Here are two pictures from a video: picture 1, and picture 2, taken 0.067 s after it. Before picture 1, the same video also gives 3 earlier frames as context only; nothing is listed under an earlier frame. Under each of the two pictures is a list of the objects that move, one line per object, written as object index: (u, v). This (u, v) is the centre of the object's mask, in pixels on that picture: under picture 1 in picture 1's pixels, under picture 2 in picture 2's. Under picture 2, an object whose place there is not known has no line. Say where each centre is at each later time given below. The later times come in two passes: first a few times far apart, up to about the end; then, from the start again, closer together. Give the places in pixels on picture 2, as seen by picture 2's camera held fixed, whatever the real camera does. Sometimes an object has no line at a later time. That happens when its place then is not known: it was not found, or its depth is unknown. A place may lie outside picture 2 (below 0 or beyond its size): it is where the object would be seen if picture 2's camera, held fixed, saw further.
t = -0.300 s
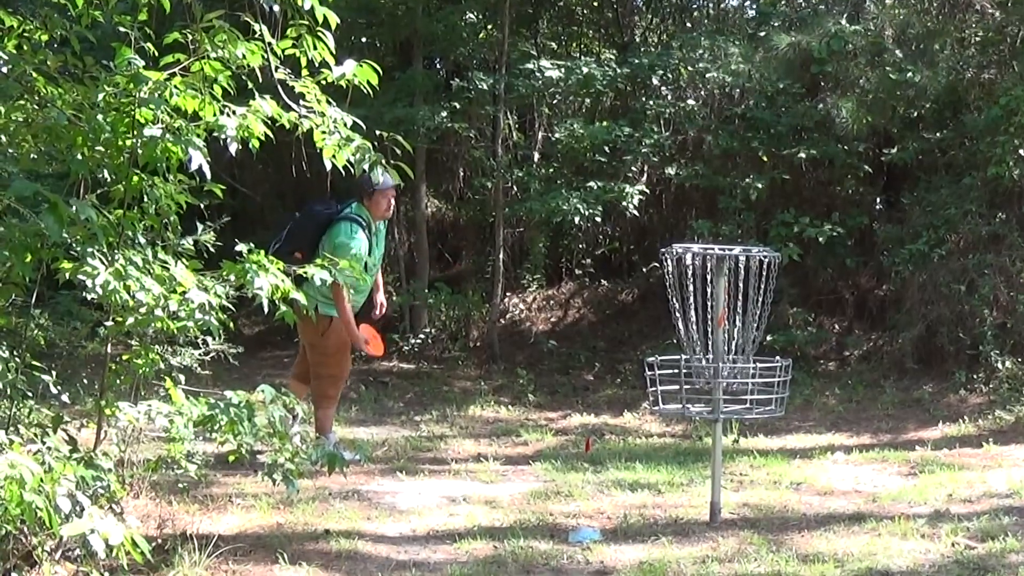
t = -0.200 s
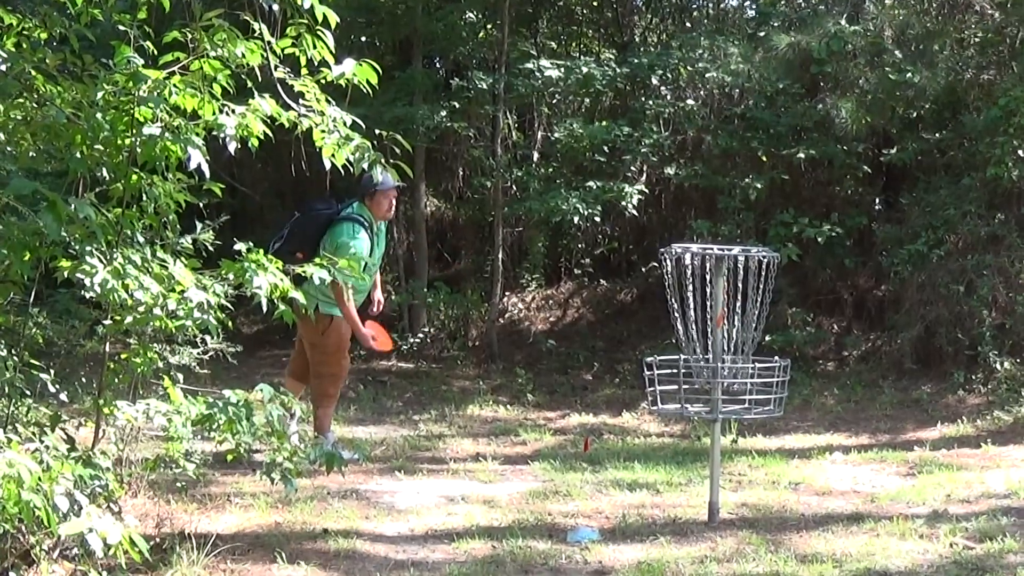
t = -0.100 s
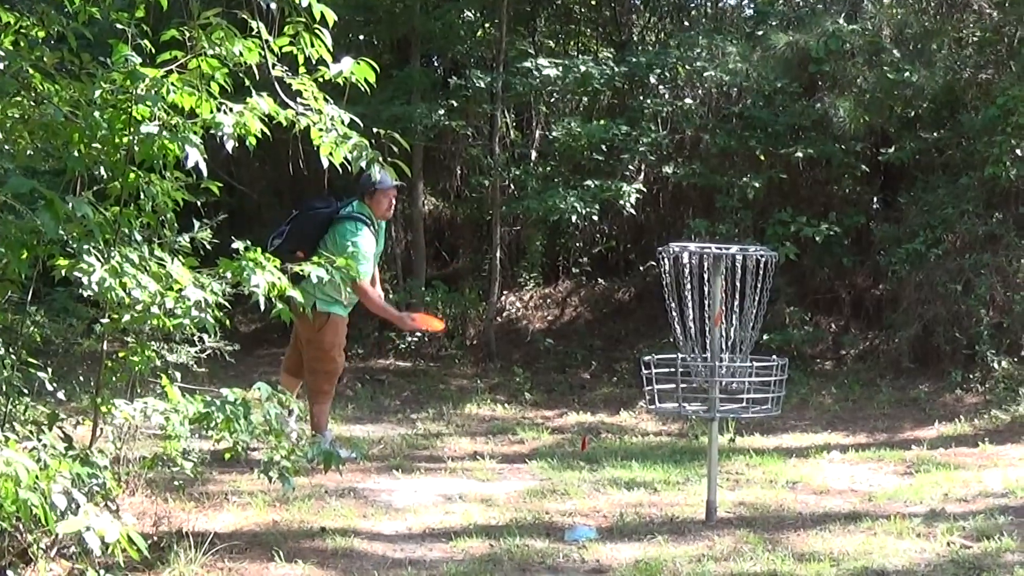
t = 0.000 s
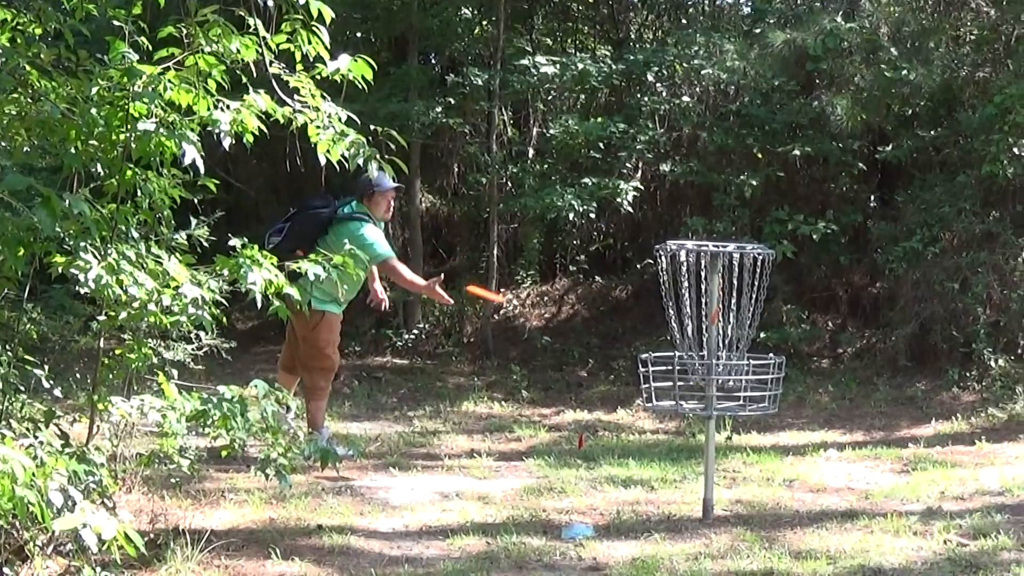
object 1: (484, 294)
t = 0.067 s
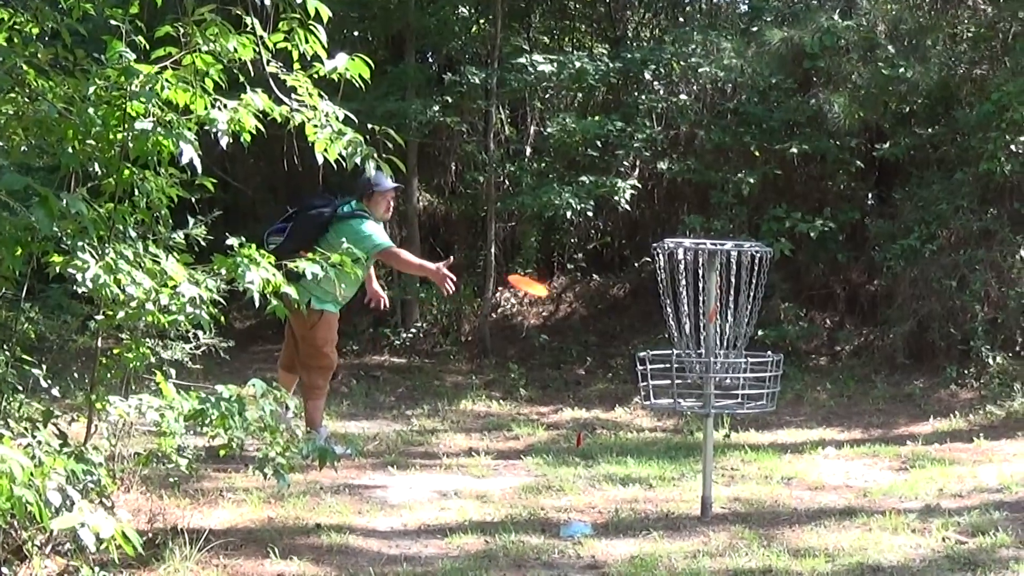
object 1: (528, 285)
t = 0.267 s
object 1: (669, 325)
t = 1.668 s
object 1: (690, 401)
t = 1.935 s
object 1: (689, 401)
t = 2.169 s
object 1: (689, 401)
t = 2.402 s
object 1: (690, 400)
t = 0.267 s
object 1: (669, 325)
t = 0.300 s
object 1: (681, 330)
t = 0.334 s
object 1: (687, 332)
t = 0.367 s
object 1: (688, 332)
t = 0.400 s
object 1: (689, 334)
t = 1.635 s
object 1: (690, 401)
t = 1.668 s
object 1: (690, 401)
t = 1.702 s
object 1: (690, 401)
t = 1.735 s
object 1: (689, 401)
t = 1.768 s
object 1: (689, 401)
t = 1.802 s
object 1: (689, 401)
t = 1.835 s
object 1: (689, 401)
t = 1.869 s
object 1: (689, 401)
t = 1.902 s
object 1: (689, 401)
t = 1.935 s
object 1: (689, 401)
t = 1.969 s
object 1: (689, 401)
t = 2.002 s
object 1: (689, 401)
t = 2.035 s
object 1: (689, 401)
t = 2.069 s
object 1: (689, 401)
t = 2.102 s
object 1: (689, 401)
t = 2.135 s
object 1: (689, 401)
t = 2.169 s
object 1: (689, 401)
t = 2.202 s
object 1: (690, 401)
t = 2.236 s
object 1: (690, 401)
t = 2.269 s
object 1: (690, 401)
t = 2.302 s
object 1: (690, 401)
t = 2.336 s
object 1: (691, 401)
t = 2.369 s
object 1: (690, 400)
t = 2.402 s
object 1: (690, 400)
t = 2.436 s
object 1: (689, 400)
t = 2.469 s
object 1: (690, 400)
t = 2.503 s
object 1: (689, 401)
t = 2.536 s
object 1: (690, 401)
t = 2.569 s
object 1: (689, 401)
